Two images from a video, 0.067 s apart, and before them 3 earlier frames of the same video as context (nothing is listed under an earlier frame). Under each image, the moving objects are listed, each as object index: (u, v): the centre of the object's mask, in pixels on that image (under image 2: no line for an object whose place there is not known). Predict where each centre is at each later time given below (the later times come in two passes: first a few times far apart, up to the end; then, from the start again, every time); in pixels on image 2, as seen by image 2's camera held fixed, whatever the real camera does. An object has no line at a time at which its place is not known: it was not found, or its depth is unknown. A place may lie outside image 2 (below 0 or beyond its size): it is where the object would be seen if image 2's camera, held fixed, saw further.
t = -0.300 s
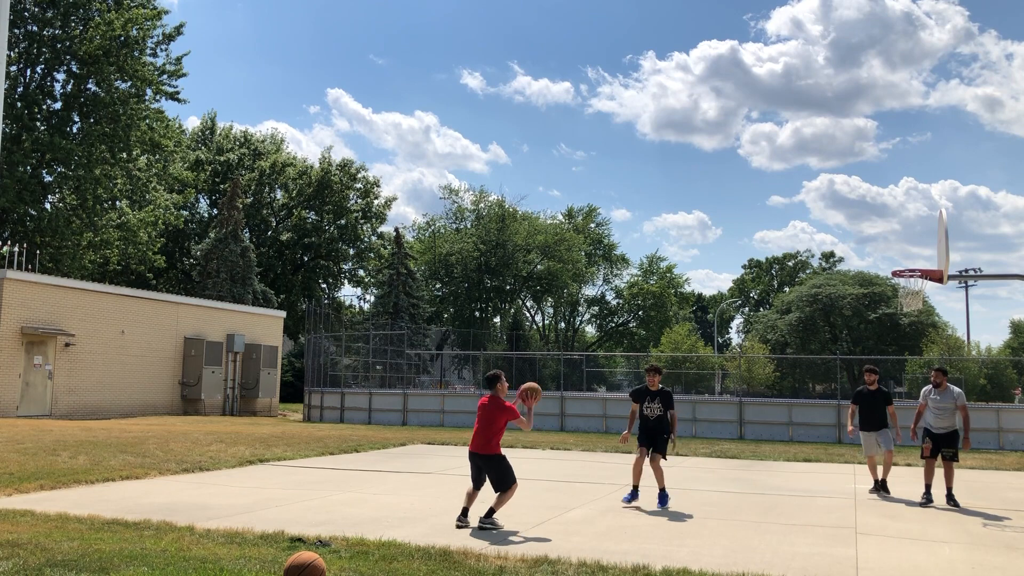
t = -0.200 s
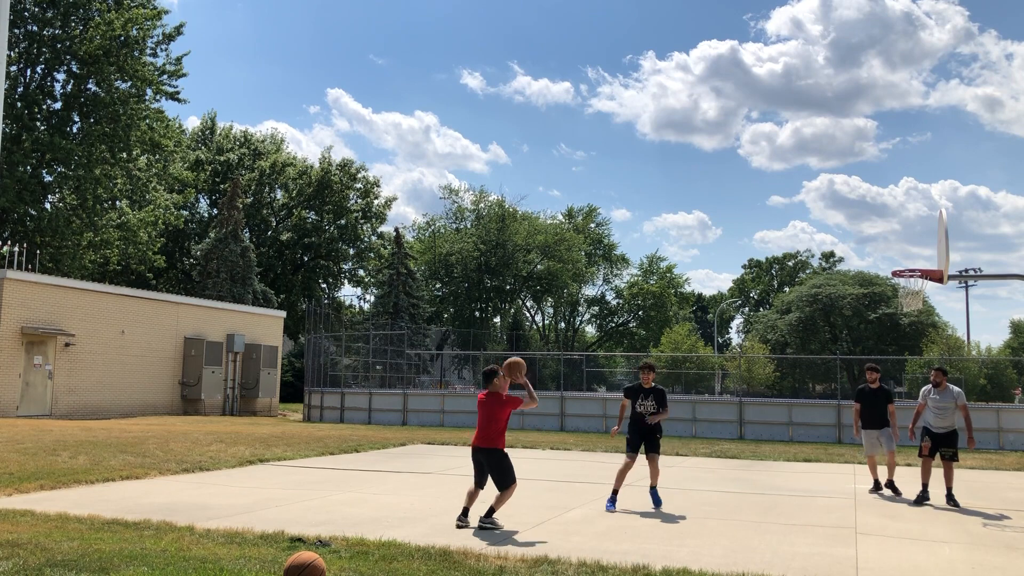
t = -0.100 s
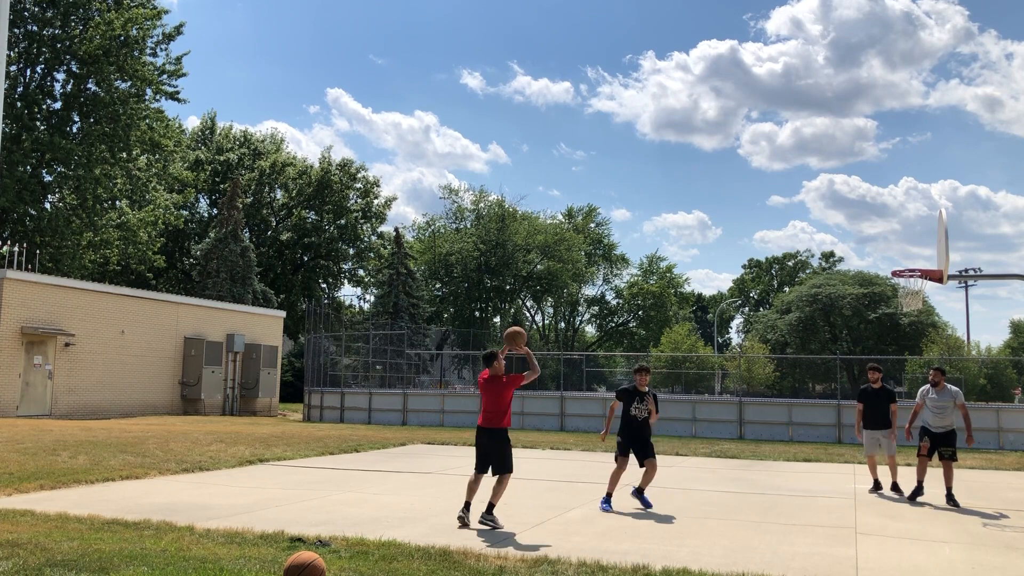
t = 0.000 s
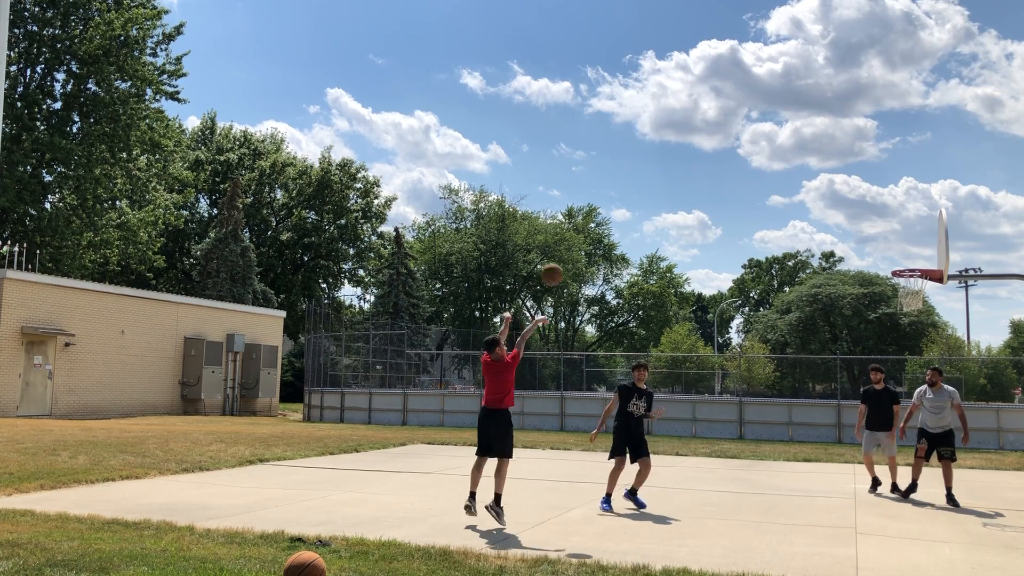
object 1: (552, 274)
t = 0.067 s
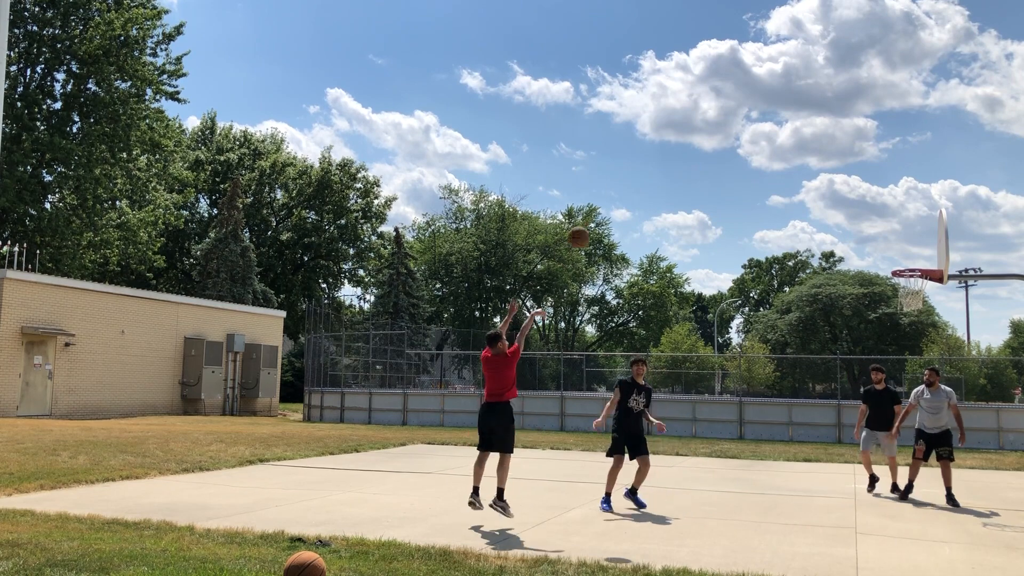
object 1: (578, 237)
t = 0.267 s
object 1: (653, 155)
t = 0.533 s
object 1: (743, 108)
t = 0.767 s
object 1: (816, 115)
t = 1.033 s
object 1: (892, 172)
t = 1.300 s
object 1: (918, 260)
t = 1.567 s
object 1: (884, 221)
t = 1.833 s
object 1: (848, 229)
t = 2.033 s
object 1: (820, 276)
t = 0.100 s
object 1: (592, 220)
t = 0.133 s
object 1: (604, 205)
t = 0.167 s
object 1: (617, 191)
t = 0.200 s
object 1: (629, 178)
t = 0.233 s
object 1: (641, 166)
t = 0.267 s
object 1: (653, 155)
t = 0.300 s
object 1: (665, 146)
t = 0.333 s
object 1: (677, 137)
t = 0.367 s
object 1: (688, 130)
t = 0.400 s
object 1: (699, 124)
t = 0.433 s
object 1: (710, 118)
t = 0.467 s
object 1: (722, 114)
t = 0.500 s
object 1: (733, 110)
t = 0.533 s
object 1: (743, 108)
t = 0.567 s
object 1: (754, 106)
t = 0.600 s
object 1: (765, 105)
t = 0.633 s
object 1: (775, 106)
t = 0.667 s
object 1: (785, 107)
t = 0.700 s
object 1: (795, 108)
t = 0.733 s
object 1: (806, 111)
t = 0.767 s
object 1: (816, 115)
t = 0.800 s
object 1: (825, 119)
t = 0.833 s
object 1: (835, 124)
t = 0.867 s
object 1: (845, 130)
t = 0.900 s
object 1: (854, 137)
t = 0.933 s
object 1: (864, 145)
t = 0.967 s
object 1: (873, 153)
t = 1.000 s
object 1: (882, 162)
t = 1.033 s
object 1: (892, 172)
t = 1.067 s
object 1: (901, 183)
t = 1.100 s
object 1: (910, 194)
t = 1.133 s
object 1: (919, 206)
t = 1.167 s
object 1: (928, 219)
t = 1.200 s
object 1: (934, 231)
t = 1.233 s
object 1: (928, 240)
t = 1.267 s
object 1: (923, 250)
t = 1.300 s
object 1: (918, 260)
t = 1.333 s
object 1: (913, 257)
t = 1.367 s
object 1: (909, 250)
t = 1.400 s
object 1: (905, 243)
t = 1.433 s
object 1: (901, 237)
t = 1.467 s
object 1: (897, 232)
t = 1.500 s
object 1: (892, 227)
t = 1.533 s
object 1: (888, 223)
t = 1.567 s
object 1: (884, 221)
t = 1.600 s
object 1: (880, 219)
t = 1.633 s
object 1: (875, 218)
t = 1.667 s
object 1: (871, 217)
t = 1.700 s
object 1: (866, 218)
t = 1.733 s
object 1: (862, 219)
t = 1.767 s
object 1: (857, 222)
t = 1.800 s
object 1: (853, 225)
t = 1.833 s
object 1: (848, 229)
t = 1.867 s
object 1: (844, 234)
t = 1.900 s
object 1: (839, 241)
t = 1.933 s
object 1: (834, 248)
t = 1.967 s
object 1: (830, 256)
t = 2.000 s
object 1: (825, 266)
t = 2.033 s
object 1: (820, 276)
